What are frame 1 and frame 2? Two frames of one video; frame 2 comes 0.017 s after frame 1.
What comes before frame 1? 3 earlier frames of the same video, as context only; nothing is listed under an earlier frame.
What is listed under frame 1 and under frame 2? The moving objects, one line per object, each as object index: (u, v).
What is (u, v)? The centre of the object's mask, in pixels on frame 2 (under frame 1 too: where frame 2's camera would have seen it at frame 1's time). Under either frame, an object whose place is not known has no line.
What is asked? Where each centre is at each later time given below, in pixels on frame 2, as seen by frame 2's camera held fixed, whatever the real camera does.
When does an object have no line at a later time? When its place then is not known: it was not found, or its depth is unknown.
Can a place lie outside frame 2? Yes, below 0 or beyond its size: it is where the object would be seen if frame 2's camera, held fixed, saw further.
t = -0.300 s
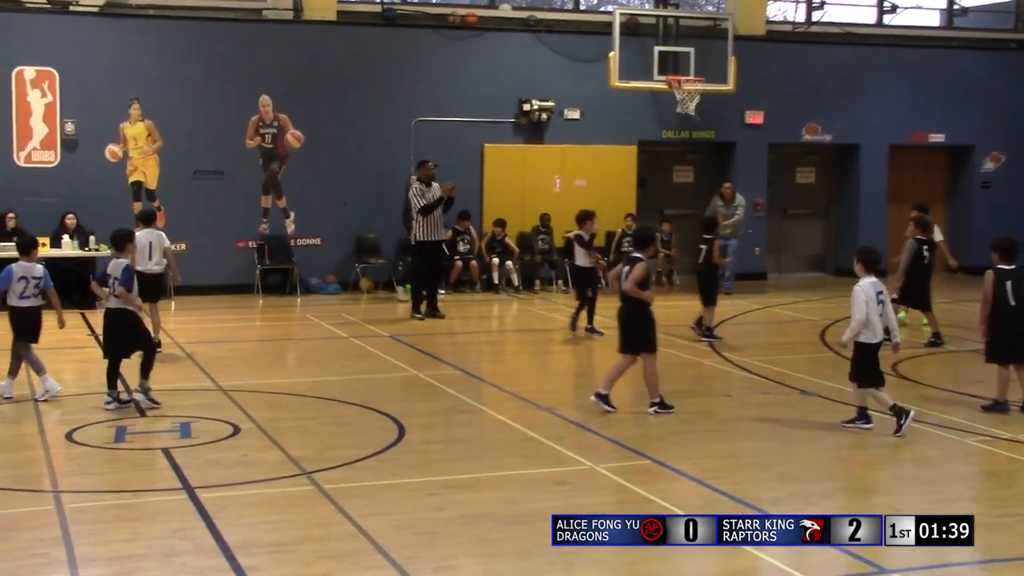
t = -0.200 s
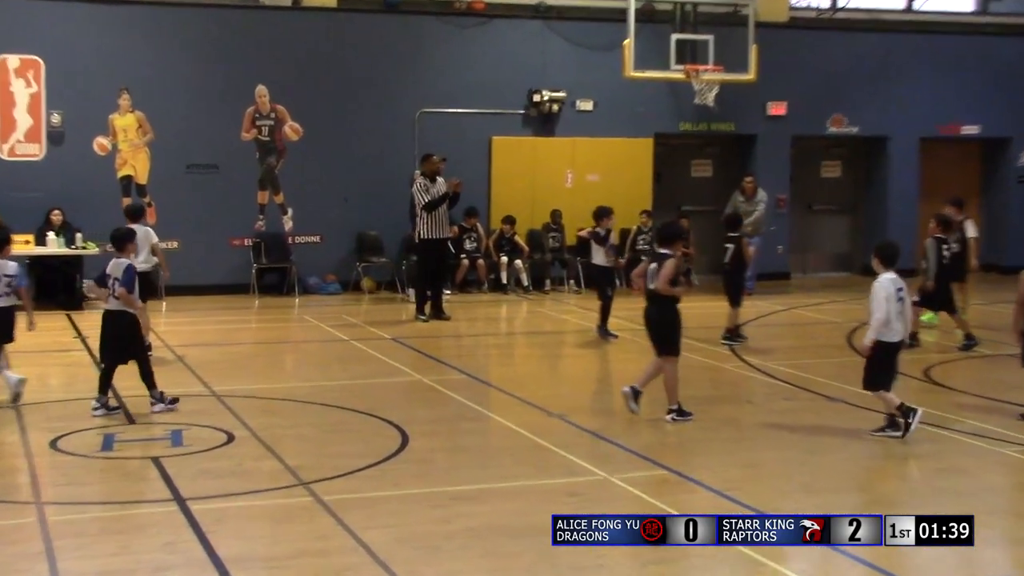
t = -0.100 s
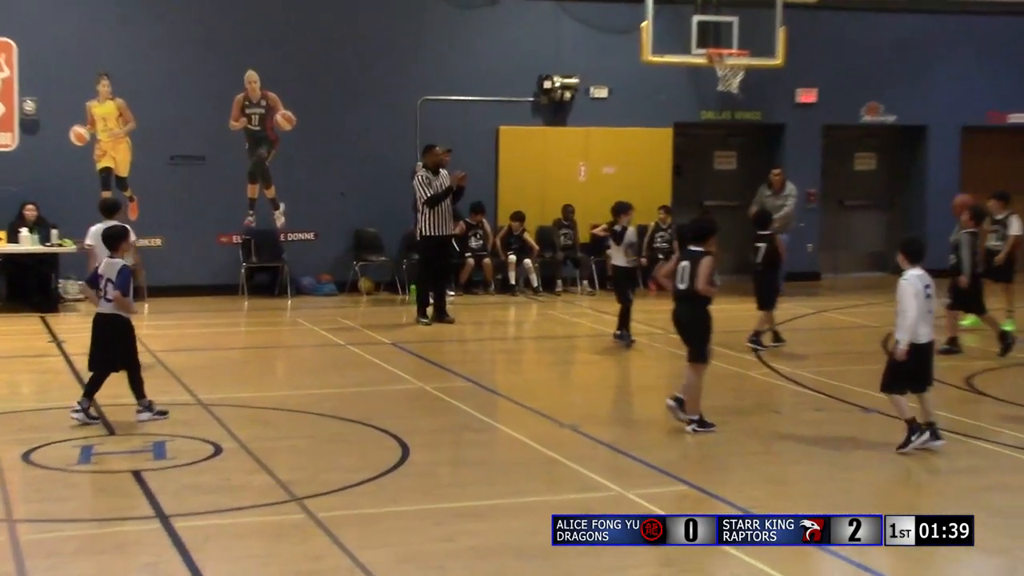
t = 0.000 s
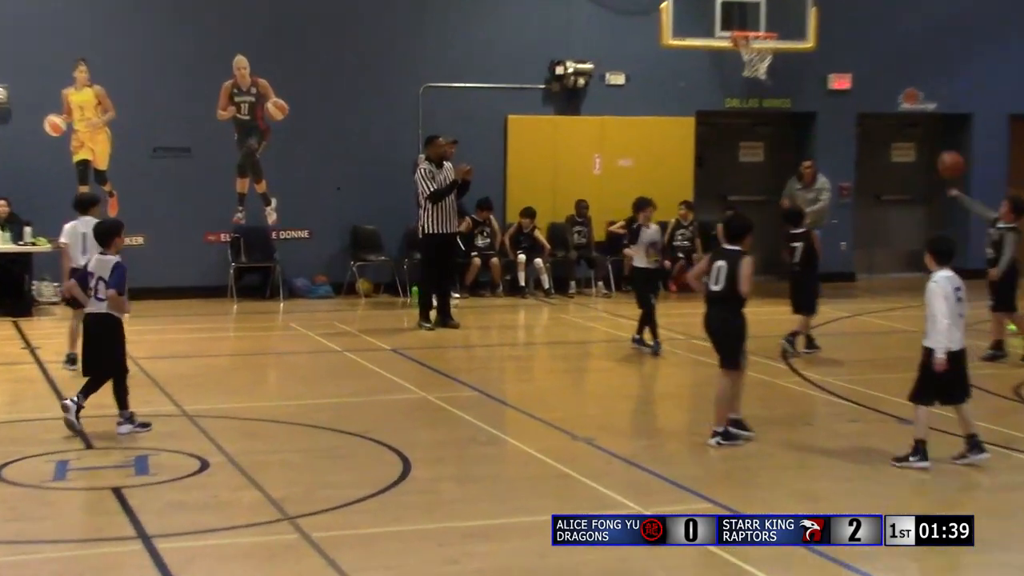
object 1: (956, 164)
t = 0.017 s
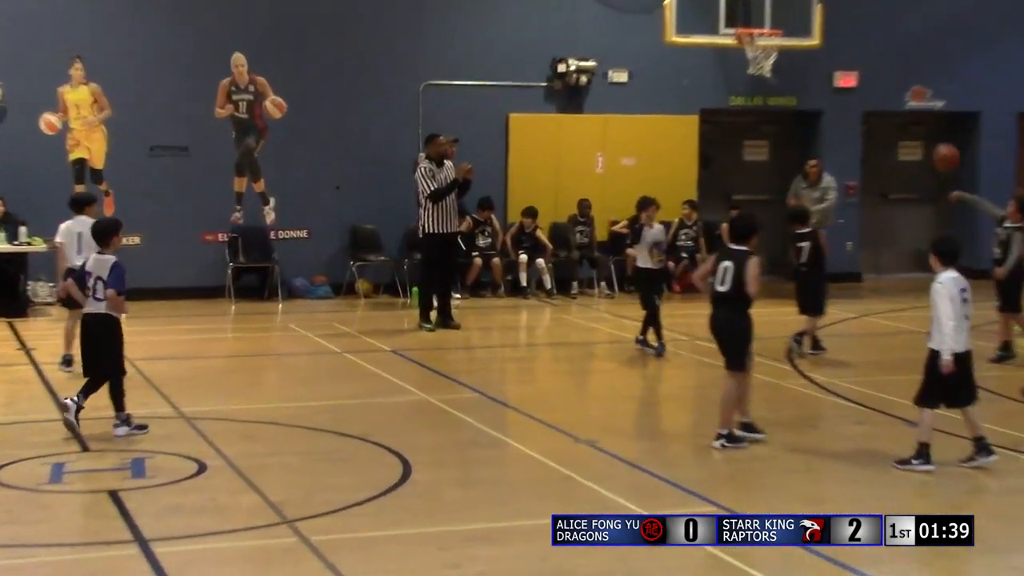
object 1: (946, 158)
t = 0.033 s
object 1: (936, 149)
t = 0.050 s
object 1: (927, 144)
